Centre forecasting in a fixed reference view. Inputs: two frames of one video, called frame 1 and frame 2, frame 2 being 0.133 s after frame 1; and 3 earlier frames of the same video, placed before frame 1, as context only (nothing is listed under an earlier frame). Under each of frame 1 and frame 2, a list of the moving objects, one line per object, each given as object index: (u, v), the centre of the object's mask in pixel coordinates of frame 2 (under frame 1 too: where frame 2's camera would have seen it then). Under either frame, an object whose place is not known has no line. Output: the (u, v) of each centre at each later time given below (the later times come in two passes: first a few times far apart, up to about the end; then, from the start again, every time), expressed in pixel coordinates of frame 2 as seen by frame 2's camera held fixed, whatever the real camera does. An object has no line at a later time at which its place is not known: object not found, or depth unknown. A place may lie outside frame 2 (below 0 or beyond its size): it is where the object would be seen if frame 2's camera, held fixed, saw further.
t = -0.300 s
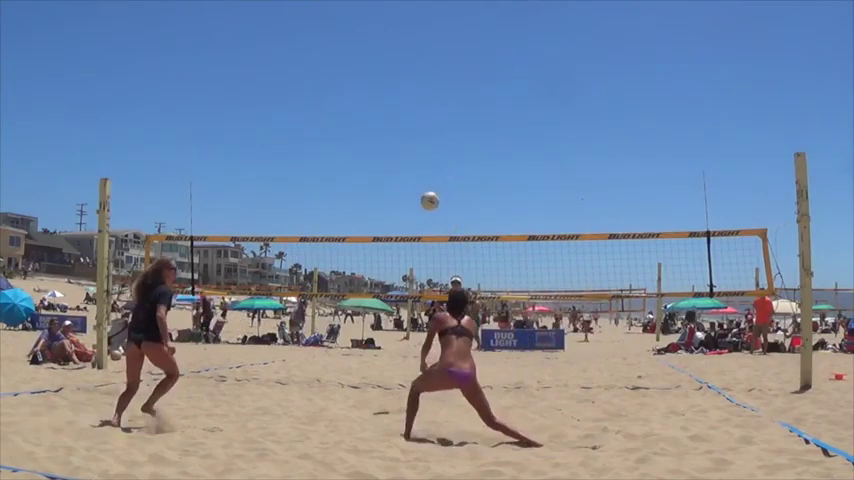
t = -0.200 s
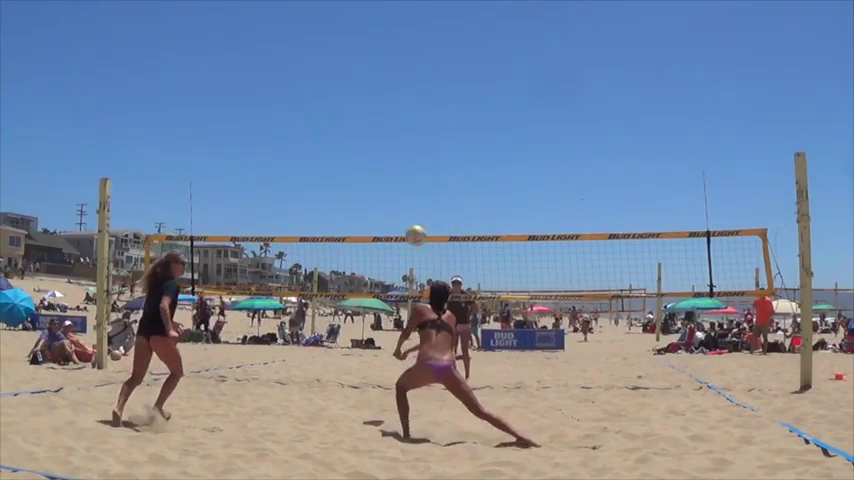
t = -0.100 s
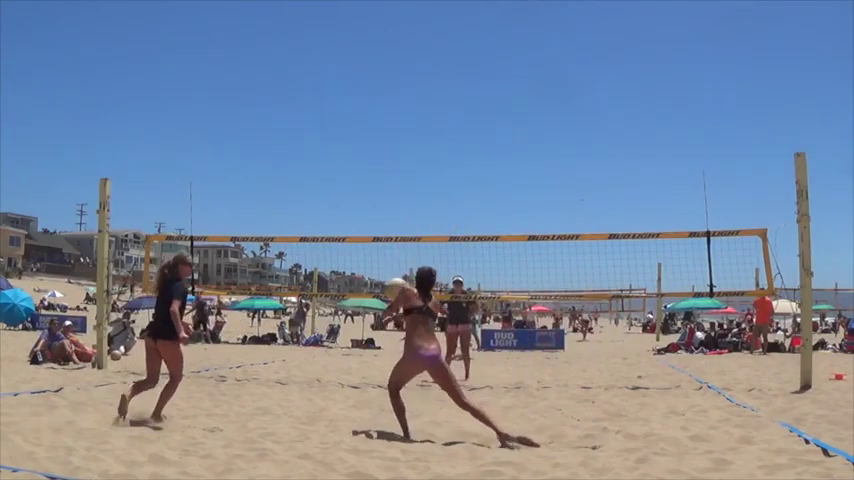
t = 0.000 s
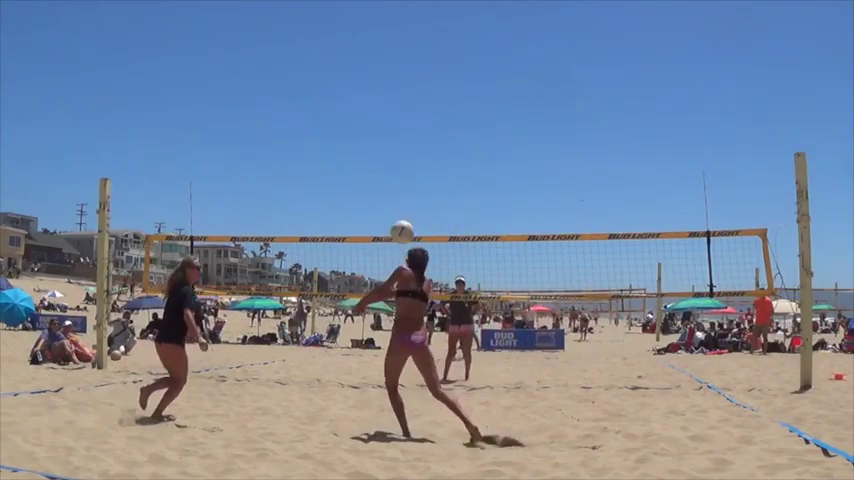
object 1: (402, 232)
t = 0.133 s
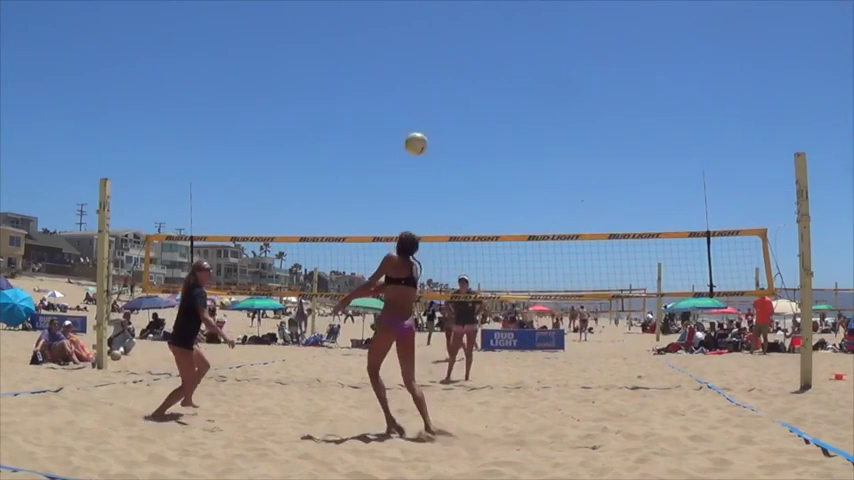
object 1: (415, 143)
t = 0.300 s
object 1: (432, 66)
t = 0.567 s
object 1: (453, 8)
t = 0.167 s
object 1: (419, 125)
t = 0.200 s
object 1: (423, 108)
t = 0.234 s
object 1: (426, 93)
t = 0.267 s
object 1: (429, 79)
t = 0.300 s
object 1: (432, 66)
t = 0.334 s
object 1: (435, 55)
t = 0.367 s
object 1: (438, 44)
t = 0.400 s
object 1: (441, 35)
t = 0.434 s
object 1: (443, 27)
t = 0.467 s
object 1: (446, 20)
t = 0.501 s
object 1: (448, 15)
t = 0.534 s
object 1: (450, 10)
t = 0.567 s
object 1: (453, 8)
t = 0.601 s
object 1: (456, 6)
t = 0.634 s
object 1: (459, 5)
